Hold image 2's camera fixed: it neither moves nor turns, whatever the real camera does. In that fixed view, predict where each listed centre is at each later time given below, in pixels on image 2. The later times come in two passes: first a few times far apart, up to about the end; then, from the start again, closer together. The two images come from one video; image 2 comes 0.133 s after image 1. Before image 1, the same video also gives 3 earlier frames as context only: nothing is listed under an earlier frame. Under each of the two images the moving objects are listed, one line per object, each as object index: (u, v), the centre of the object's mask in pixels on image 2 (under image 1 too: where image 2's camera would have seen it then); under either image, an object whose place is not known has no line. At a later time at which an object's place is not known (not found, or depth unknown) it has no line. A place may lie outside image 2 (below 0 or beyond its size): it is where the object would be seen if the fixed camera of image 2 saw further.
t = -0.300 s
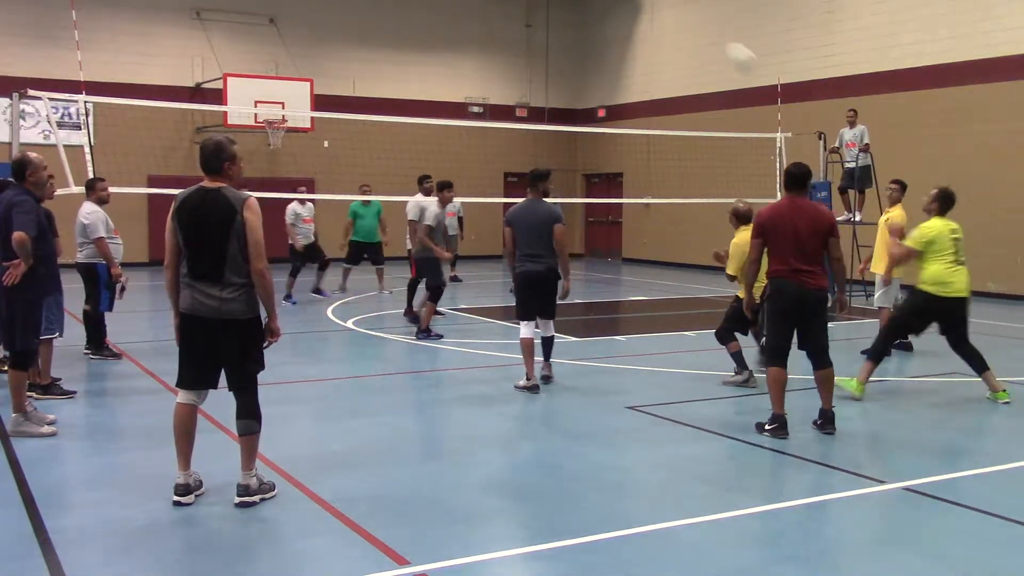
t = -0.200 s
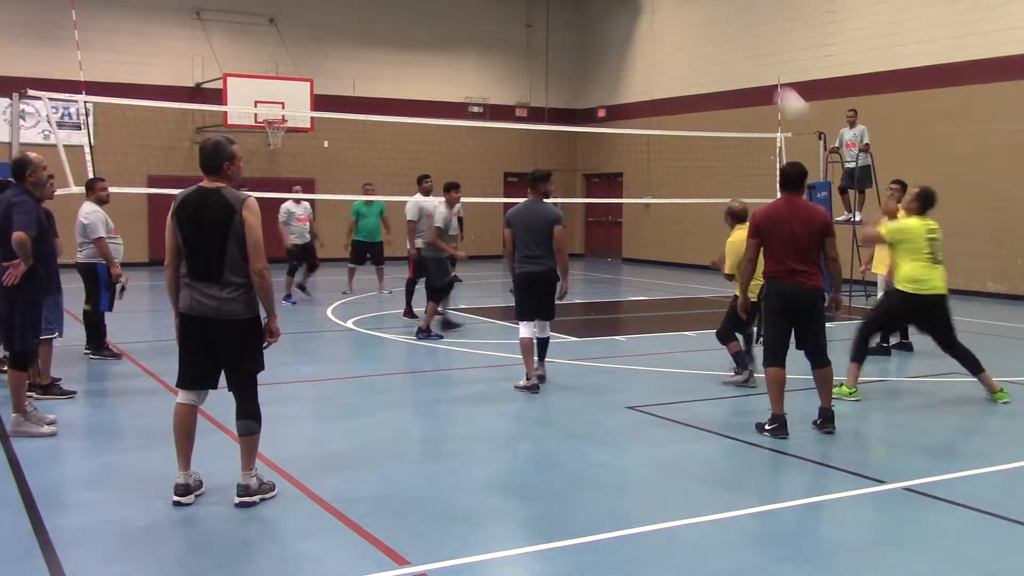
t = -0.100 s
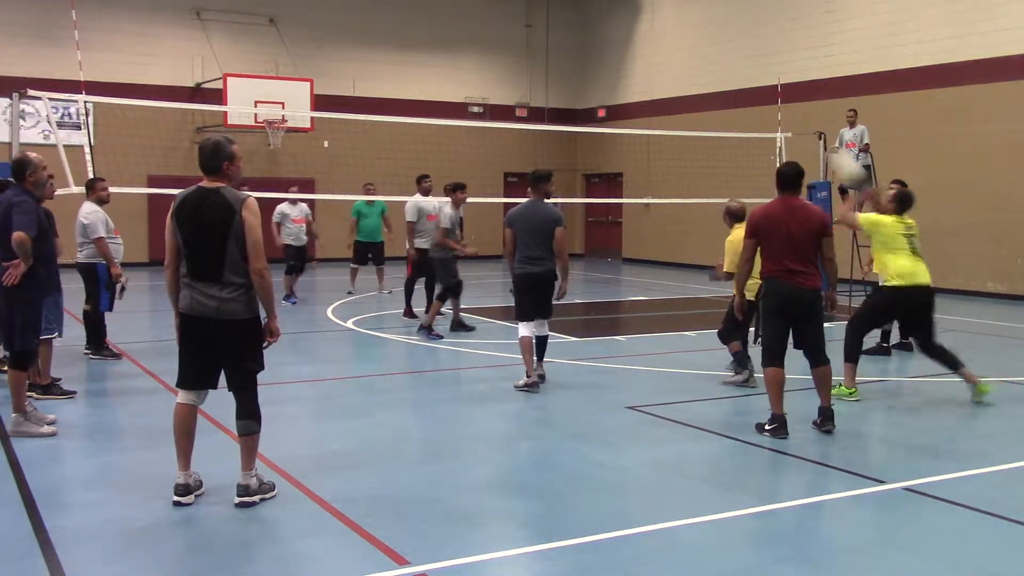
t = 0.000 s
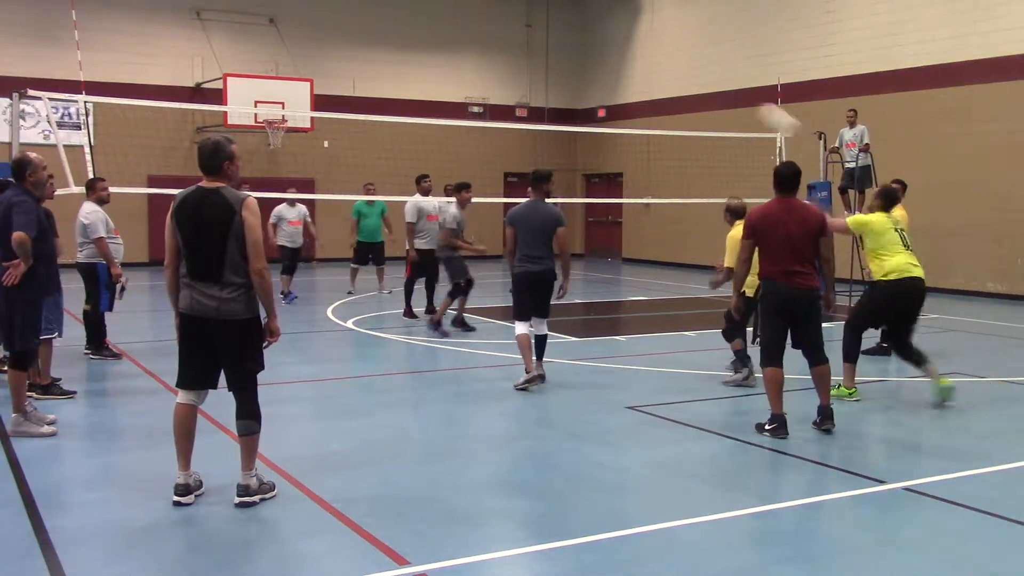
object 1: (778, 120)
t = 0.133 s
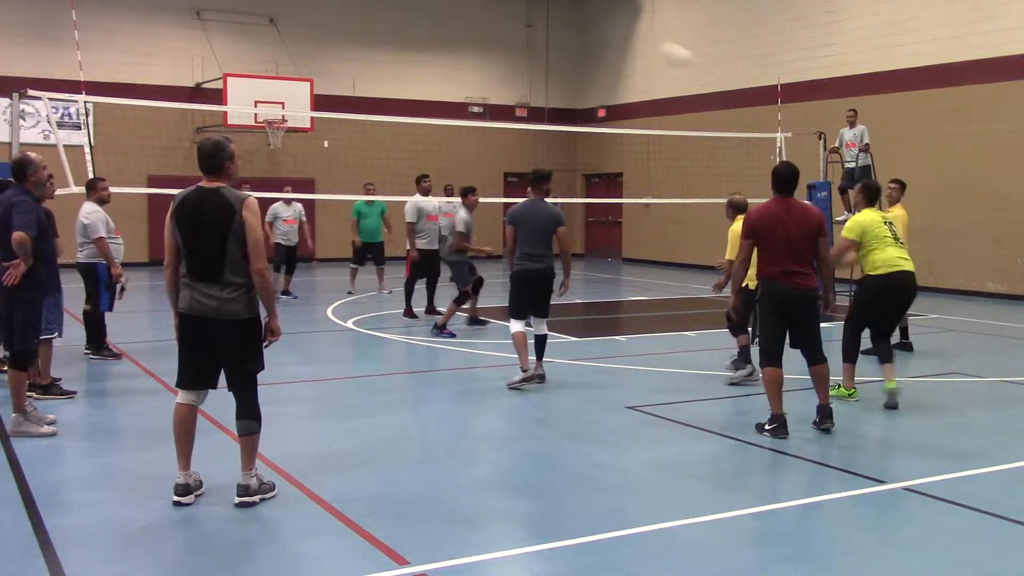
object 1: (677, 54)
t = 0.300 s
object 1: (571, 15)
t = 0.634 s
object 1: (416, 16)
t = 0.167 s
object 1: (654, 43)
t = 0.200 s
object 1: (629, 33)
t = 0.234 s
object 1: (609, 26)
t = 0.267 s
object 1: (590, 20)
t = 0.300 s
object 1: (571, 15)
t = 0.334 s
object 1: (553, 11)
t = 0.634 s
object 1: (416, 16)
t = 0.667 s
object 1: (403, 21)
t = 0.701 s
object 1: (391, 25)
